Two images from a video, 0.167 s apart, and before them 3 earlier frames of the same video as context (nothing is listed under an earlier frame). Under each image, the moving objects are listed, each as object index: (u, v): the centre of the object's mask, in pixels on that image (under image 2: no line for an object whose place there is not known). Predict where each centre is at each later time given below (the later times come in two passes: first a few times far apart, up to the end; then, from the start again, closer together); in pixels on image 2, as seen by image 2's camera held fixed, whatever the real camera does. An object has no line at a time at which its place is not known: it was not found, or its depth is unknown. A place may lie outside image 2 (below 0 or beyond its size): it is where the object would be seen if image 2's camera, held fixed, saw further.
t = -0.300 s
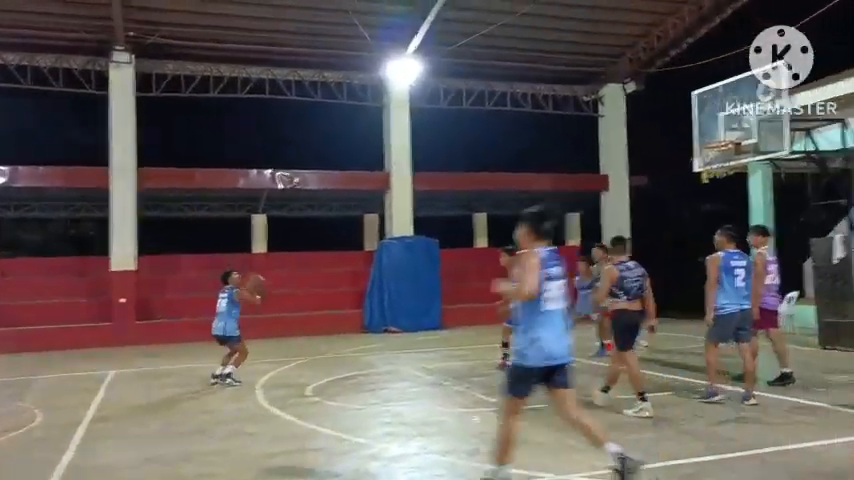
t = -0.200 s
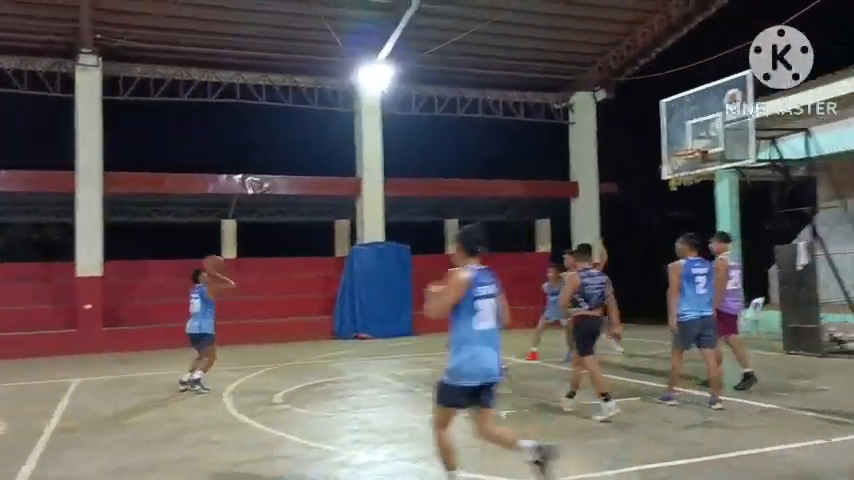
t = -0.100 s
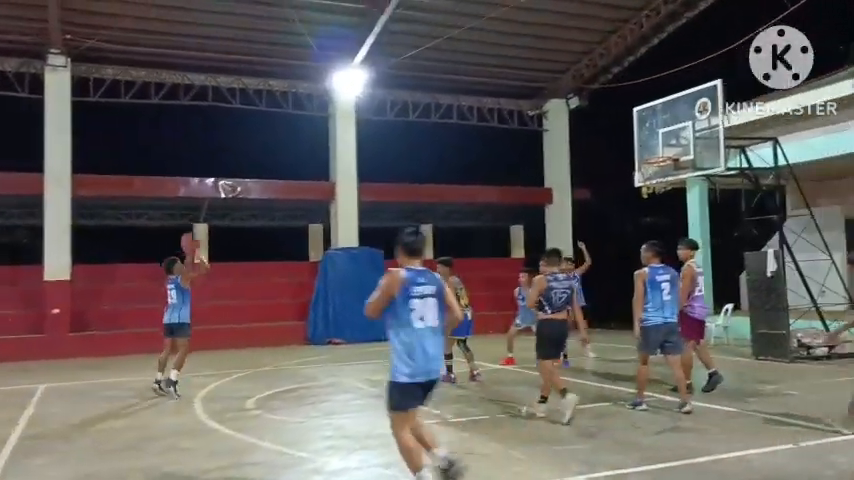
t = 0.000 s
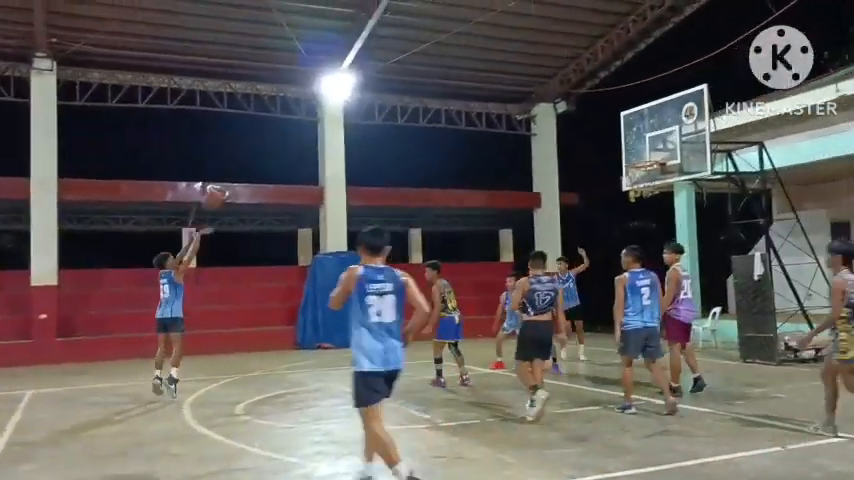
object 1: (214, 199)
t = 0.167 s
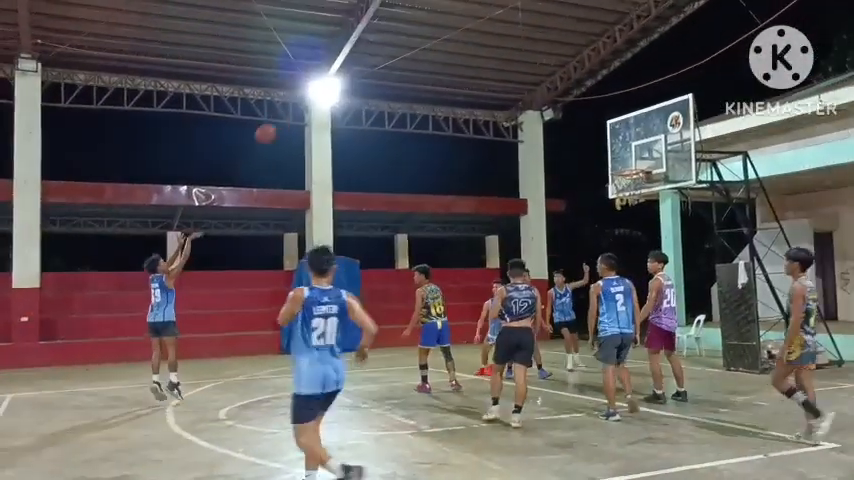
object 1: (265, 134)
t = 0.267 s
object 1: (304, 101)
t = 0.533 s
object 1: (401, 59)
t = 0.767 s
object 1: (478, 64)
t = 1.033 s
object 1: (566, 113)
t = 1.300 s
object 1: (641, 185)
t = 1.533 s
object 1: (640, 212)
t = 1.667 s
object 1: (637, 246)
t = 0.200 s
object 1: (278, 123)
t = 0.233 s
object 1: (292, 114)
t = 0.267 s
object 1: (304, 101)
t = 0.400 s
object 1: (356, 74)
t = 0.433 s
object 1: (365, 70)
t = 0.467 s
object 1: (377, 66)
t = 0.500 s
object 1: (389, 63)
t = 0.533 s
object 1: (401, 59)
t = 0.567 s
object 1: (412, 58)
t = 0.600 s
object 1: (422, 57)
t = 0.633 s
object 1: (434, 57)
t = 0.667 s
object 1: (446, 58)
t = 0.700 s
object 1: (457, 59)
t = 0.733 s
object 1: (467, 61)
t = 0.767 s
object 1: (478, 64)
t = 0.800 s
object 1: (489, 67)
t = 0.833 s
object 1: (501, 71)
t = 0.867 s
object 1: (511, 77)
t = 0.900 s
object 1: (523, 83)
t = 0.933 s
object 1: (533, 89)
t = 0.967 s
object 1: (544, 96)
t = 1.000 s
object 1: (555, 103)
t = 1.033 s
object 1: (566, 113)
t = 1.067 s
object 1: (576, 122)
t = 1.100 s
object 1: (587, 132)
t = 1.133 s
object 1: (597, 143)
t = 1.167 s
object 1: (607, 153)
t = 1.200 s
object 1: (620, 167)
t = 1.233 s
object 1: (626, 173)
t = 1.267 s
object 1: (638, 182)
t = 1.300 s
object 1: (641, 185)
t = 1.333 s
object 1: (646, 187)
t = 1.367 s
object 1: (645, 188)
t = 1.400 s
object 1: (644, 191)
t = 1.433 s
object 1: (642, 196)
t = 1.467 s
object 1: (641, 202)
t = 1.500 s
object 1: (641, 206)
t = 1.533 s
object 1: (640, 212)
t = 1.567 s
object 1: (639, 220)
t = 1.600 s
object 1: (639, 228)
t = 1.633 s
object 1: (638, 236)
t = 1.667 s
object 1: (637, 246)
